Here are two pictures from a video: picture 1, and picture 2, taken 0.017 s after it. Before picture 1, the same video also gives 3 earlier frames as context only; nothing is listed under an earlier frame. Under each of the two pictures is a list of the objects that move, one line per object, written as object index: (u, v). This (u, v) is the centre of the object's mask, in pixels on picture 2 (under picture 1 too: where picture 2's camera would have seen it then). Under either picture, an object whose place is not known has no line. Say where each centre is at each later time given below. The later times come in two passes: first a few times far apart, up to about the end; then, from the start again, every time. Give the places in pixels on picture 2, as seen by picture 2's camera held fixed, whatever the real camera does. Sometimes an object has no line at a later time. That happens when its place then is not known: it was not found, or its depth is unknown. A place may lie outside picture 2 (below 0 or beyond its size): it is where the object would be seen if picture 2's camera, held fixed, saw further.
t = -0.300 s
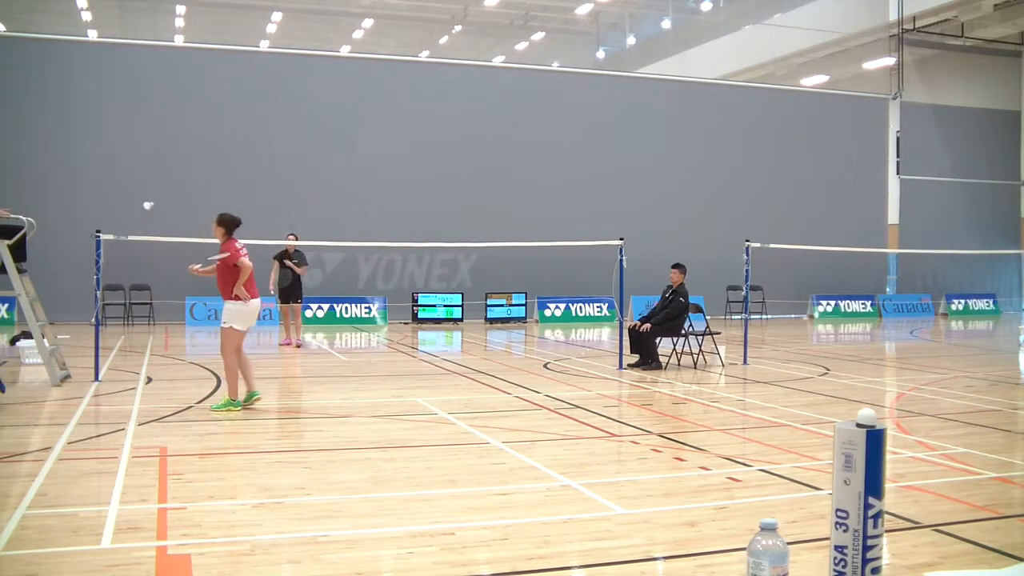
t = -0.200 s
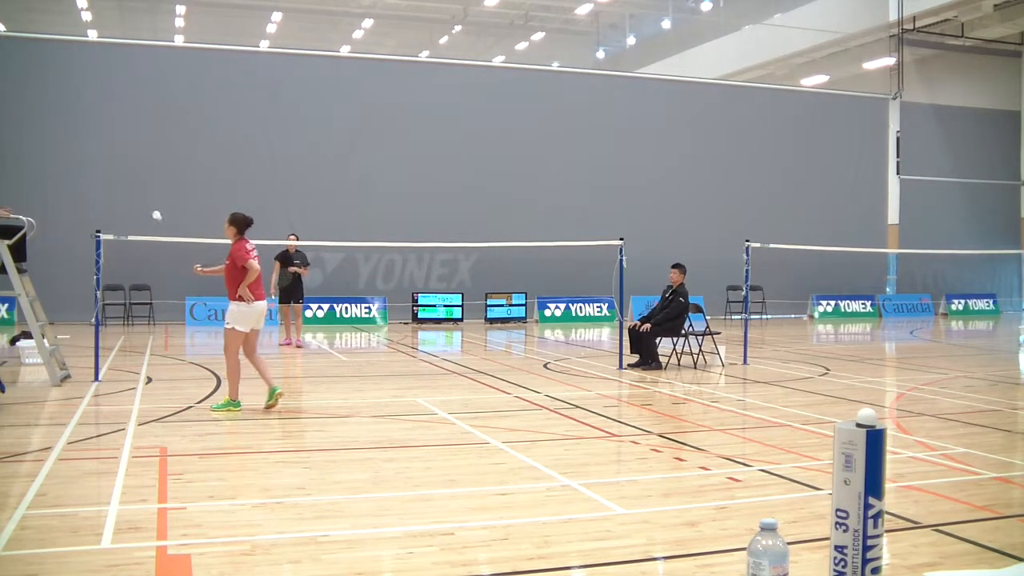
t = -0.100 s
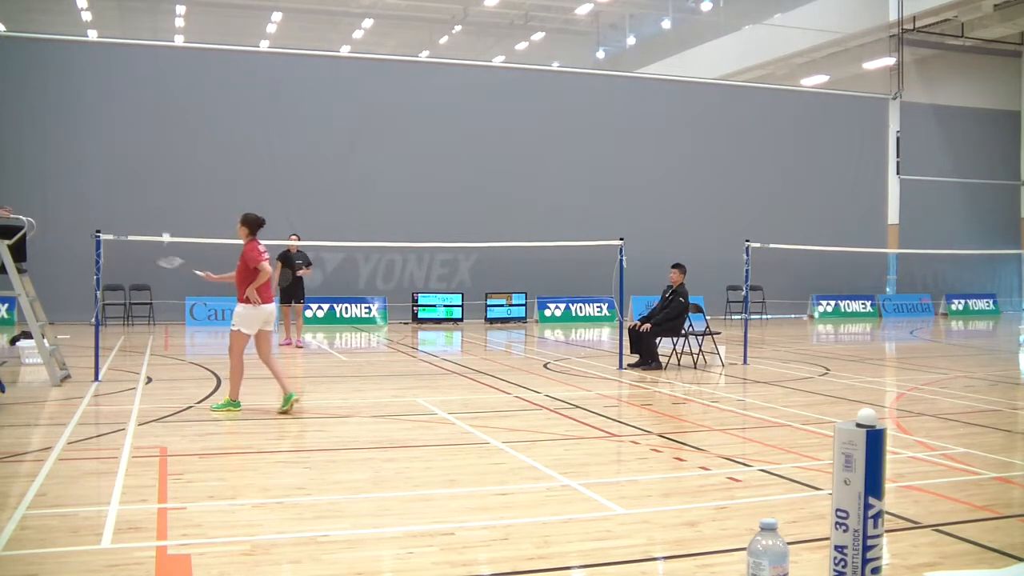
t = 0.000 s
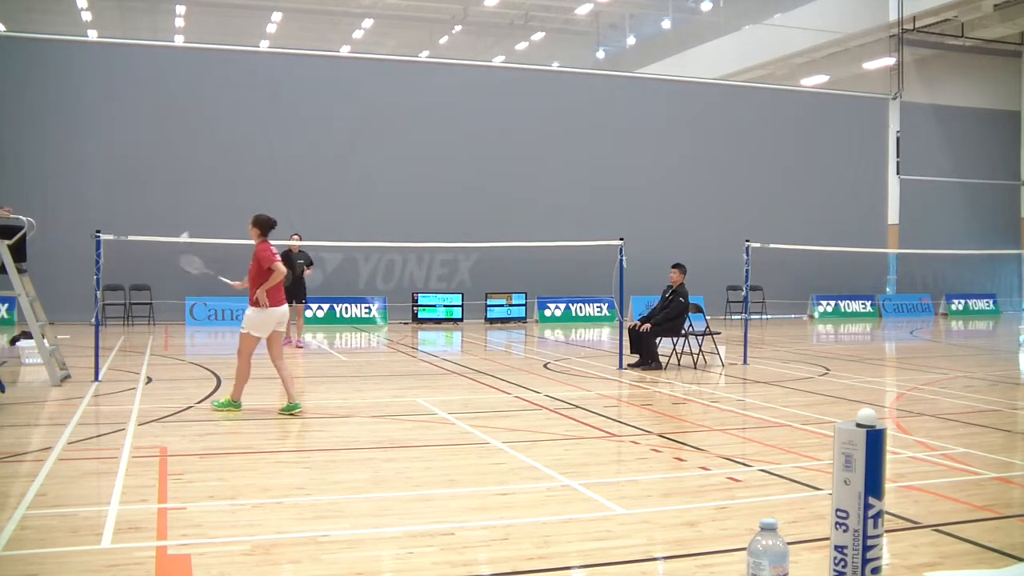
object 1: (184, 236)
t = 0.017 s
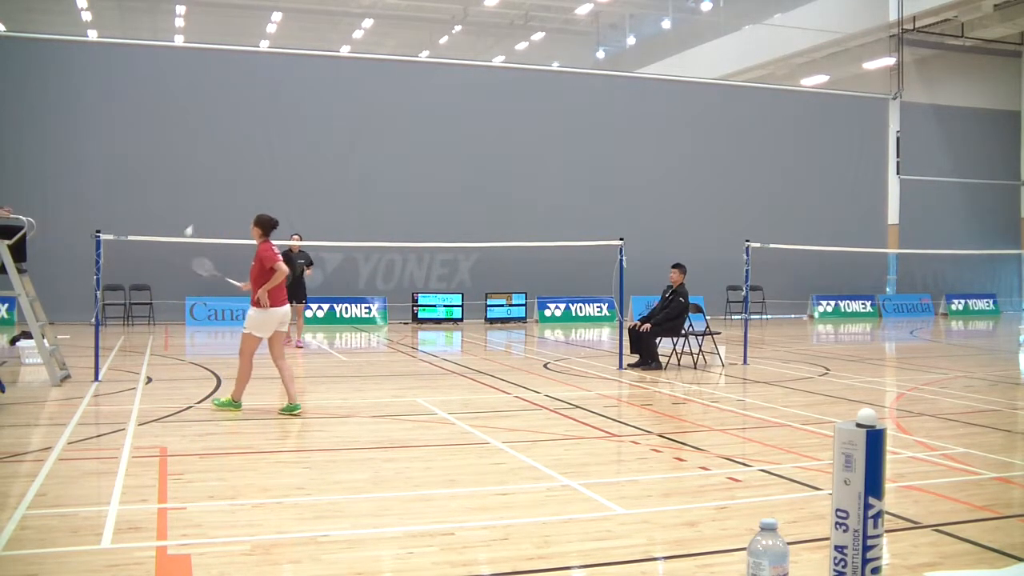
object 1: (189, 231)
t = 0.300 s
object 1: (239, 193)
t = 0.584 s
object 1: (264, 224)
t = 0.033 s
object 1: (193, 225)
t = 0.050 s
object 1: (197, 219)
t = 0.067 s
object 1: (201, 214)
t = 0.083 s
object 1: (205, 210)
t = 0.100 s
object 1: (209, 207)
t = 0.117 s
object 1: (212, 204)
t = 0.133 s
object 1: (215, 201)
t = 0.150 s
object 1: (218, 199)
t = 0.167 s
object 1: (221, 197)
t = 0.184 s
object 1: (223, 196)
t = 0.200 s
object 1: (226, 195)
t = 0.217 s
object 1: (228, 194)
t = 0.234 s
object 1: (230, 193)
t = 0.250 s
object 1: (233, 193)
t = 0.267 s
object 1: (235, 193)
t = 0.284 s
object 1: (237, 193)
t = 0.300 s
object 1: (239, 193)
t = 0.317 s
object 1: (241, 194)
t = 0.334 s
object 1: (242, 194)
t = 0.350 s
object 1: (244, 195)
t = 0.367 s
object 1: (245, 196)
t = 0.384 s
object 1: (247, 197)
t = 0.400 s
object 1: (248, 199)
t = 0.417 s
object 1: (250, 200)
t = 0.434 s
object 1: (252, 202)
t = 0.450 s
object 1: (253, 204)
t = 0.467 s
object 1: (255, 206)
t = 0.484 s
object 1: (256, 208)
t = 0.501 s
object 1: (258, 210)
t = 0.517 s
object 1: (259, 213)
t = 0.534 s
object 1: (260, 216)
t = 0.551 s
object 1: (261, 218)
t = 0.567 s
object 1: (263, 221)
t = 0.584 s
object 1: (264, 224)
